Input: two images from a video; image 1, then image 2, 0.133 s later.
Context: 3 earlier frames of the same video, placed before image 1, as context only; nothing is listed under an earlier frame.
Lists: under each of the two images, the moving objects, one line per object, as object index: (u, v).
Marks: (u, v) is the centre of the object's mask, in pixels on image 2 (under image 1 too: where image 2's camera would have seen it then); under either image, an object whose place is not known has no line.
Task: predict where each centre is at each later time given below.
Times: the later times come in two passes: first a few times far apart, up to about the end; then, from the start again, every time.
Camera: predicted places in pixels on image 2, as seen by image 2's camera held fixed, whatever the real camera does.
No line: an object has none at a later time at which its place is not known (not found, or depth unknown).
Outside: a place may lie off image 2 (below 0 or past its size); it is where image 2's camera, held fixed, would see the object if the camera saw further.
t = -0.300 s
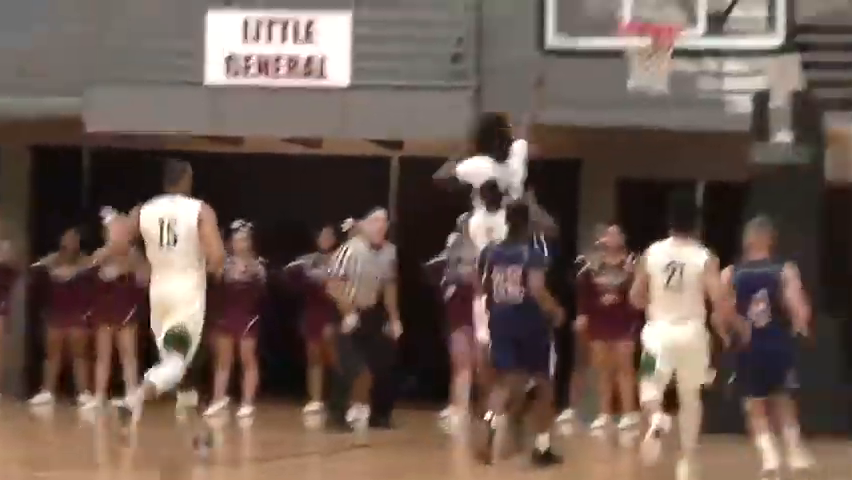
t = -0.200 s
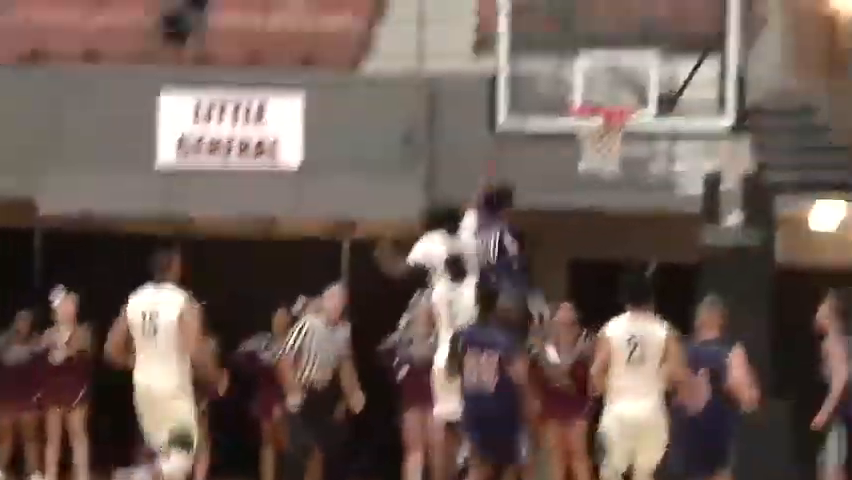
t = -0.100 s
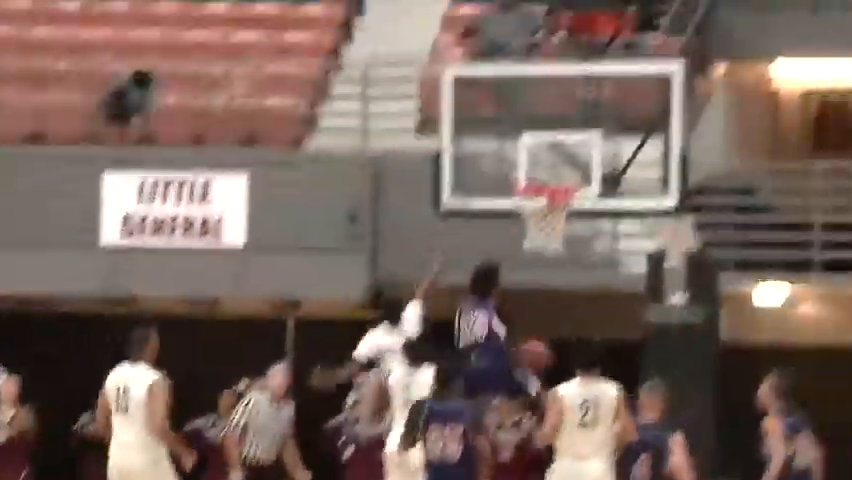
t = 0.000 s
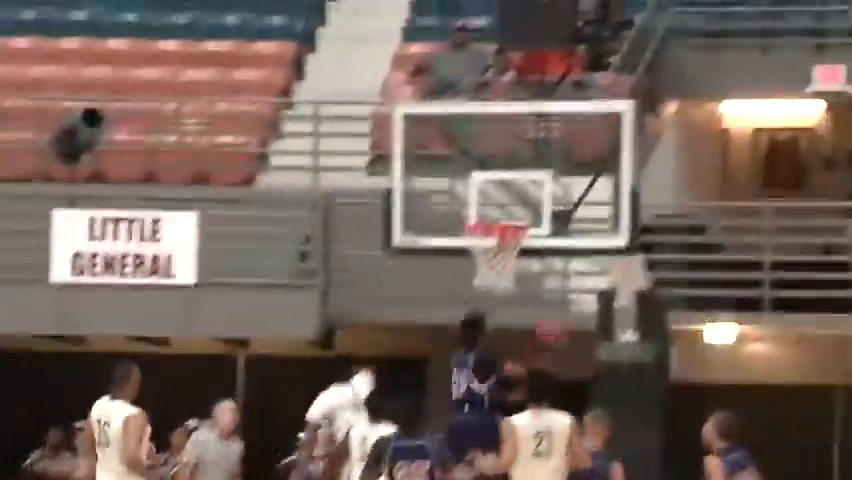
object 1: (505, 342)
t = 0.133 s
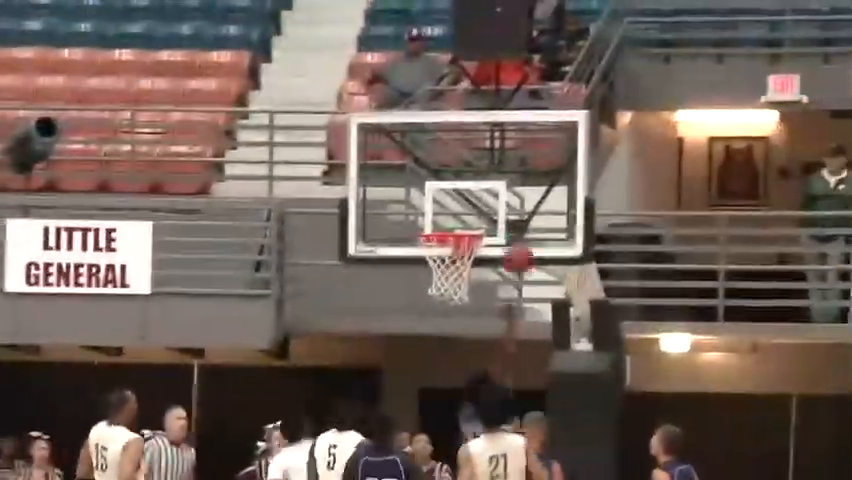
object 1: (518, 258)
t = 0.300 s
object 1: (505, 191)
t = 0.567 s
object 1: (452, 214)
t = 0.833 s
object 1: (449, 251)
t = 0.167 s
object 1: (517, 239)
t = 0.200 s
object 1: (515, 225)
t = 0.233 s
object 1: (513, 209)
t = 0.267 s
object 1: (511, 194)
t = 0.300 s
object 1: (505, 191)
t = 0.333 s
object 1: (498, 189)
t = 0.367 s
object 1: (492, 188)
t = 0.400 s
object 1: (483, 192)
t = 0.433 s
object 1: (477, 193)
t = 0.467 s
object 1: (470, 198)
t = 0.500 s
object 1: (462, 203)
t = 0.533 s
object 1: (460, 206)
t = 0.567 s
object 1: (452, 214)
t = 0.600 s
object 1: (445, 222)
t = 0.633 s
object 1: (446, 224)
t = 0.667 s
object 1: (449, 225)
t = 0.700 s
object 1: (450, 234)
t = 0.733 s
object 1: (451, 247)
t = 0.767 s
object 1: (450, 247)
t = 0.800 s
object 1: (448, 248)
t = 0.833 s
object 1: (449, 251)
